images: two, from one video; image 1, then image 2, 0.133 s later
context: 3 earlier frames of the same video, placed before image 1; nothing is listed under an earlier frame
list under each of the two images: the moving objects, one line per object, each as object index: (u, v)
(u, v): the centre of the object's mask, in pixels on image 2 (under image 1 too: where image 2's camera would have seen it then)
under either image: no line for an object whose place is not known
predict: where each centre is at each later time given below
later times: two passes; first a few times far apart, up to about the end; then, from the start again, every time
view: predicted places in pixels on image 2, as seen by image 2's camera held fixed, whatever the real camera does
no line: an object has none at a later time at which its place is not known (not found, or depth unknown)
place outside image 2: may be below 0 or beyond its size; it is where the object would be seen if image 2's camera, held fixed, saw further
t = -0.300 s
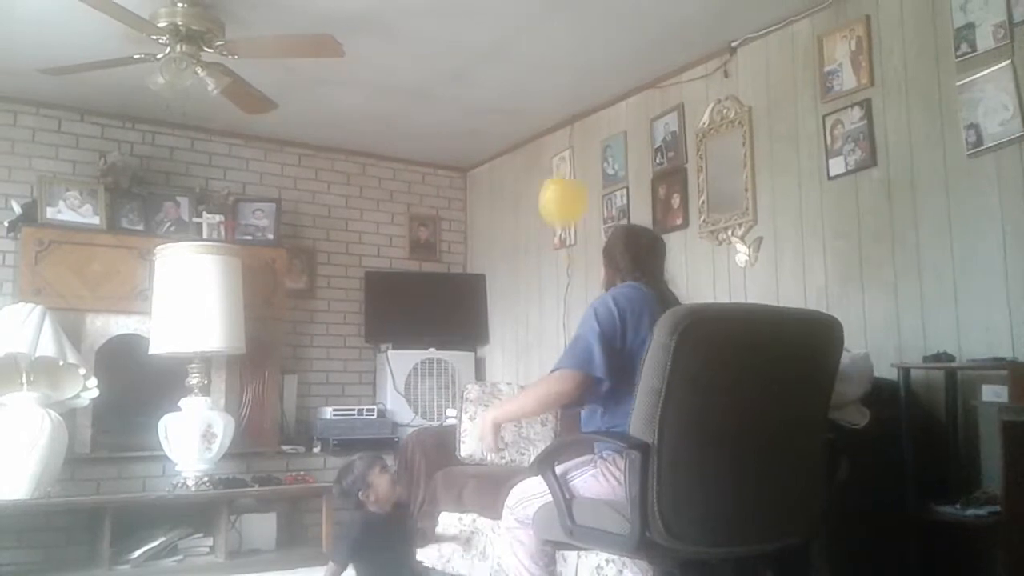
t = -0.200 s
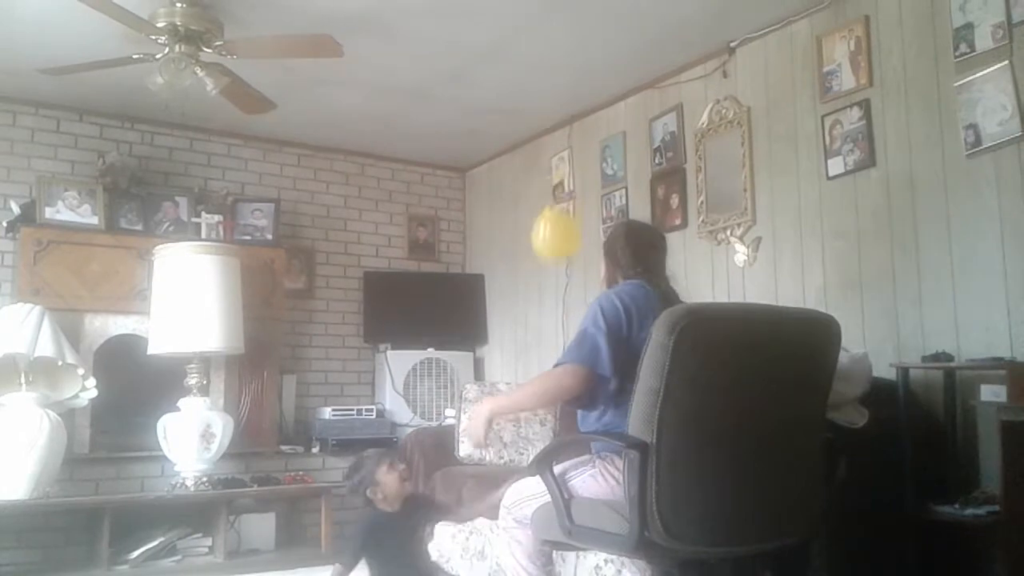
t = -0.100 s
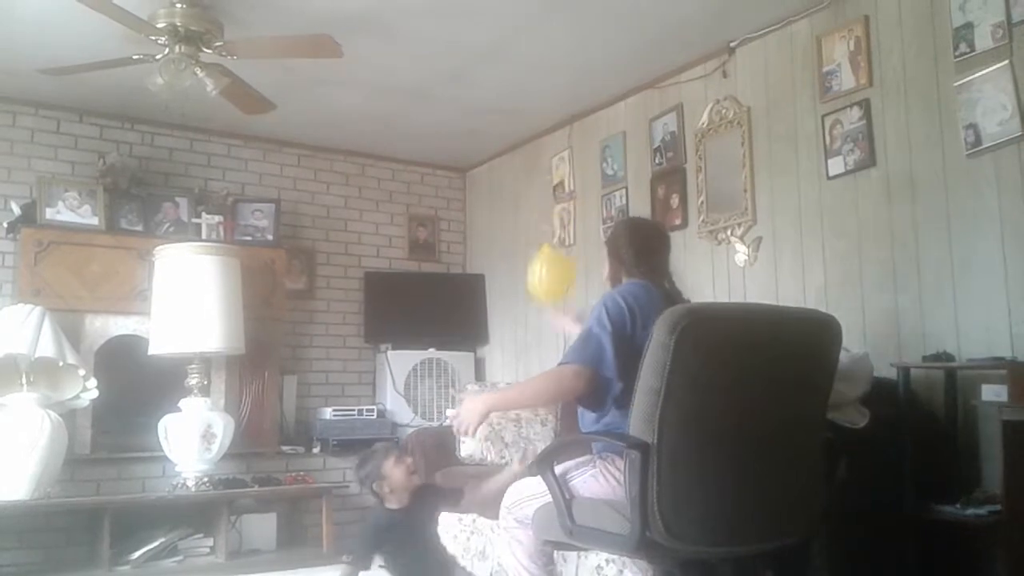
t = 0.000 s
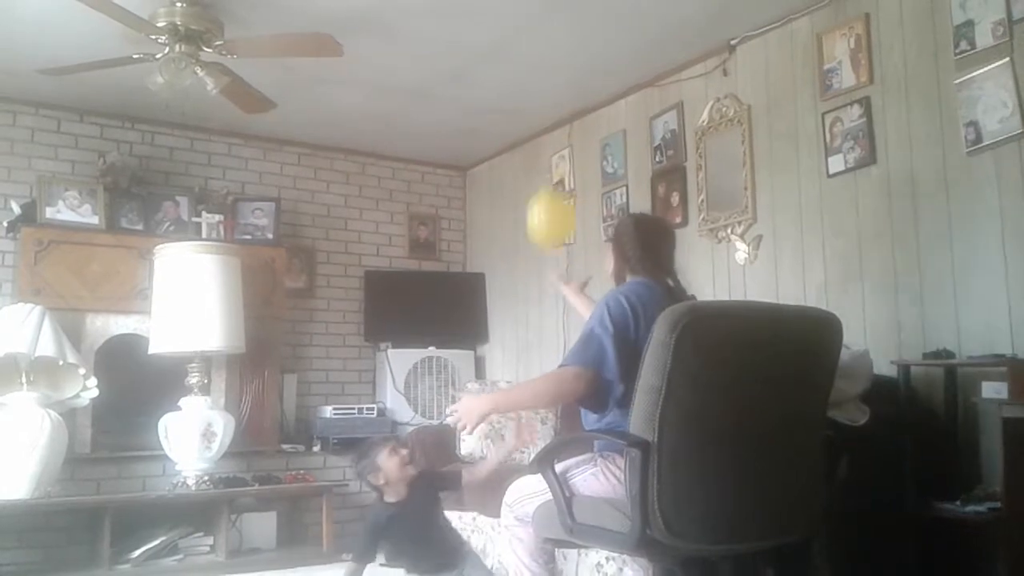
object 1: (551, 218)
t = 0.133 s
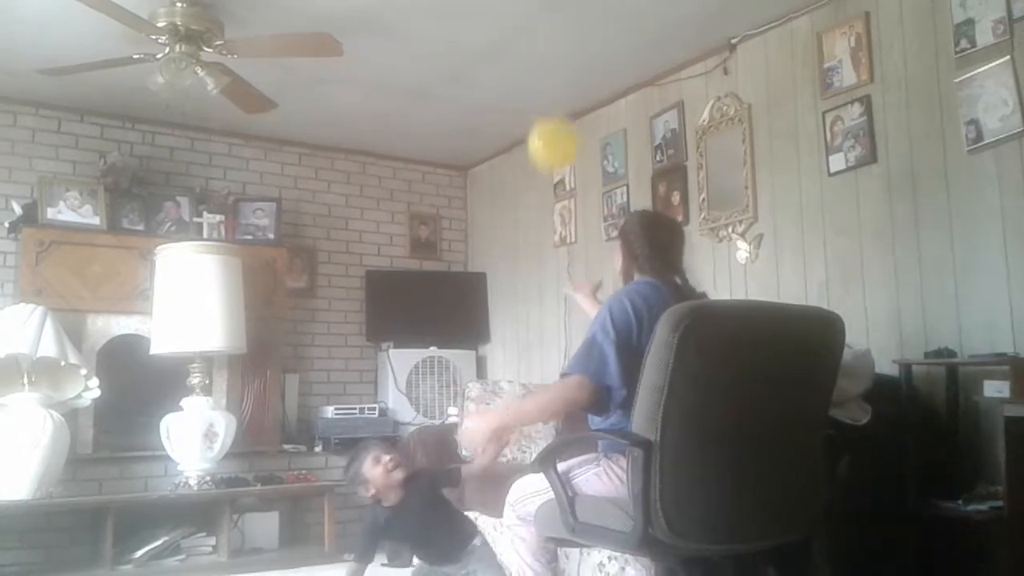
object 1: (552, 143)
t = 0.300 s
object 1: (555, 94)
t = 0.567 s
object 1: (560, 79)
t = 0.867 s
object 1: (562, 139)
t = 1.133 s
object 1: (567, 247)
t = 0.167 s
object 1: (553, 130)
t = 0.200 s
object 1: (555, 119)
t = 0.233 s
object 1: (555, 108)
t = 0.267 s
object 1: (556, 99)
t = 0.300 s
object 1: (555, 94)
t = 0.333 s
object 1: (557, 88)
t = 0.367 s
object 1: (557, 83)
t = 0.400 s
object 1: (558, 80)
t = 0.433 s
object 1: (558, 79)
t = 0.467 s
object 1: (559, 78)
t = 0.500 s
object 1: (559, 78)
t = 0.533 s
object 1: (560, 78)
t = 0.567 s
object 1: (560, 79)
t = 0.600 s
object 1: (562, 82)
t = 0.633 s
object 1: (562, 86)
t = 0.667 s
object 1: (562, 91)
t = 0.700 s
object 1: (561, 98)
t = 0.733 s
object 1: (562, 104)
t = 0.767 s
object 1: (563, 112)
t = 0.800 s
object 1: (562, 120)
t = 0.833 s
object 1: (563, 129)
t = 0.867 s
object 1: (562, 139)
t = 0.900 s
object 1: (563, 150)
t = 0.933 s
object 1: (563, 162)
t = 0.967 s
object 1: (563, 175)
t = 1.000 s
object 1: (564, 189)
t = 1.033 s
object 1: (564, 203)
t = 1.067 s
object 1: (564, 217)
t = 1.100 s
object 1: (565, 231)
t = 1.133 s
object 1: (567, 247)
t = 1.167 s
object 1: (567, 263)
